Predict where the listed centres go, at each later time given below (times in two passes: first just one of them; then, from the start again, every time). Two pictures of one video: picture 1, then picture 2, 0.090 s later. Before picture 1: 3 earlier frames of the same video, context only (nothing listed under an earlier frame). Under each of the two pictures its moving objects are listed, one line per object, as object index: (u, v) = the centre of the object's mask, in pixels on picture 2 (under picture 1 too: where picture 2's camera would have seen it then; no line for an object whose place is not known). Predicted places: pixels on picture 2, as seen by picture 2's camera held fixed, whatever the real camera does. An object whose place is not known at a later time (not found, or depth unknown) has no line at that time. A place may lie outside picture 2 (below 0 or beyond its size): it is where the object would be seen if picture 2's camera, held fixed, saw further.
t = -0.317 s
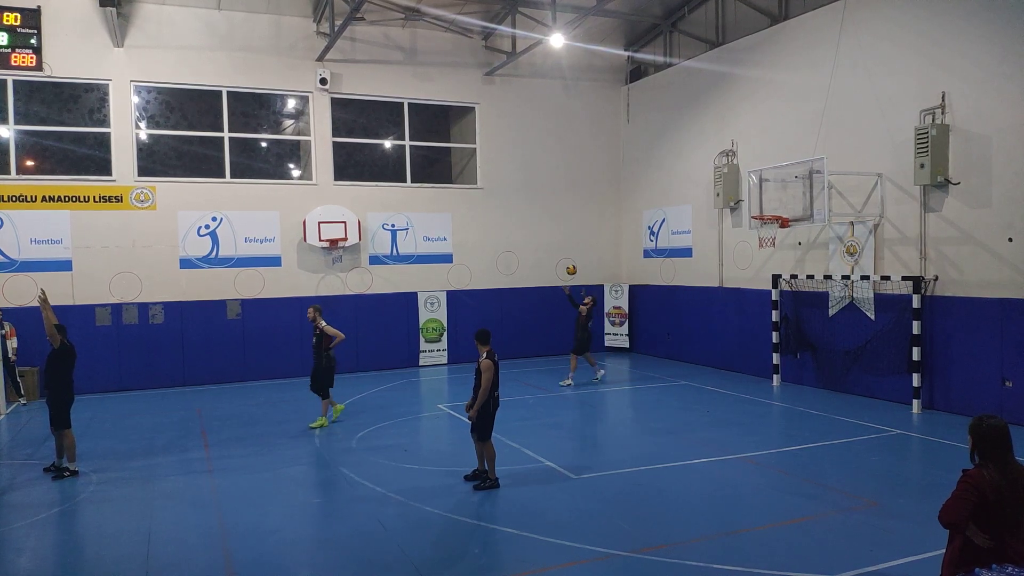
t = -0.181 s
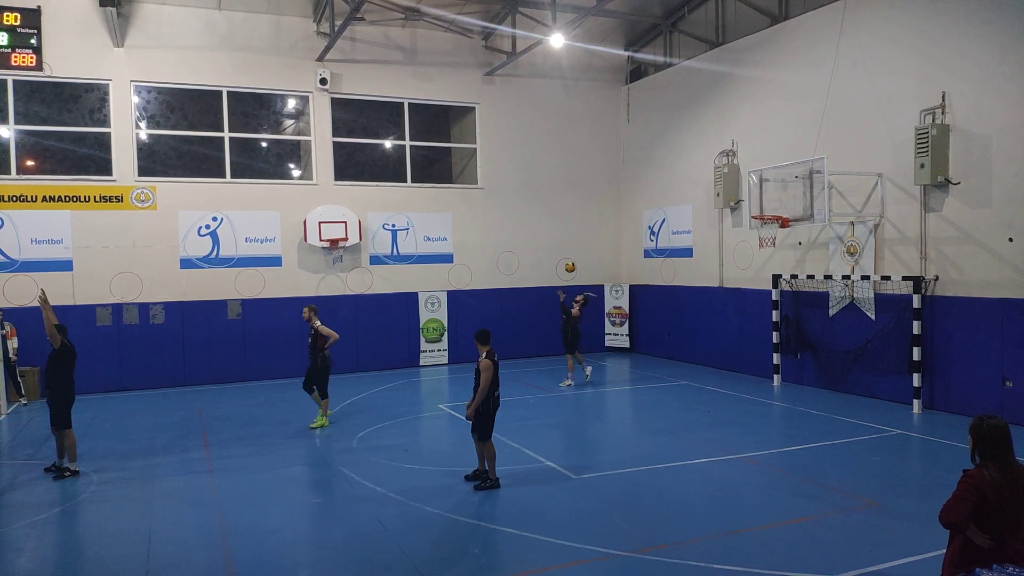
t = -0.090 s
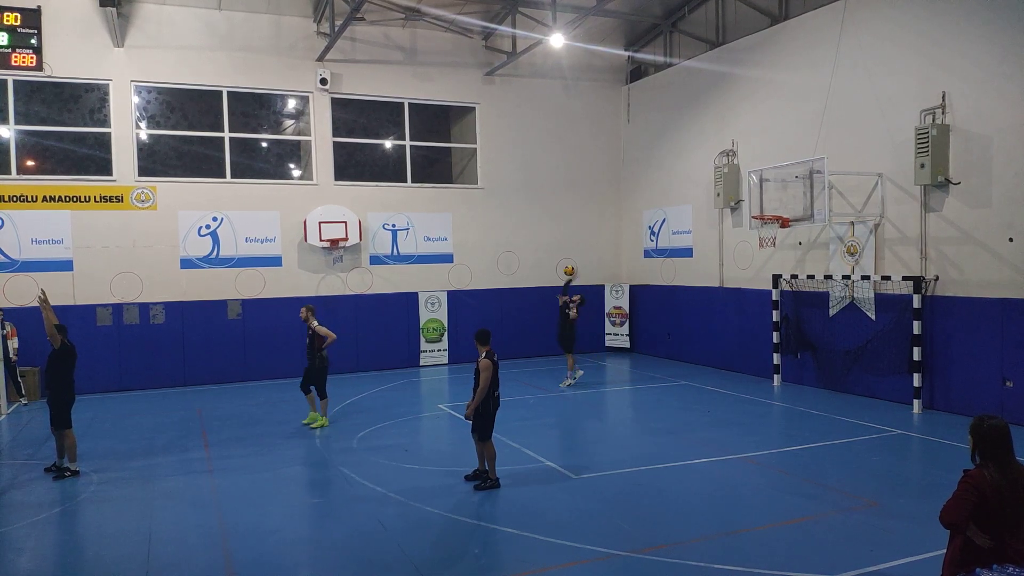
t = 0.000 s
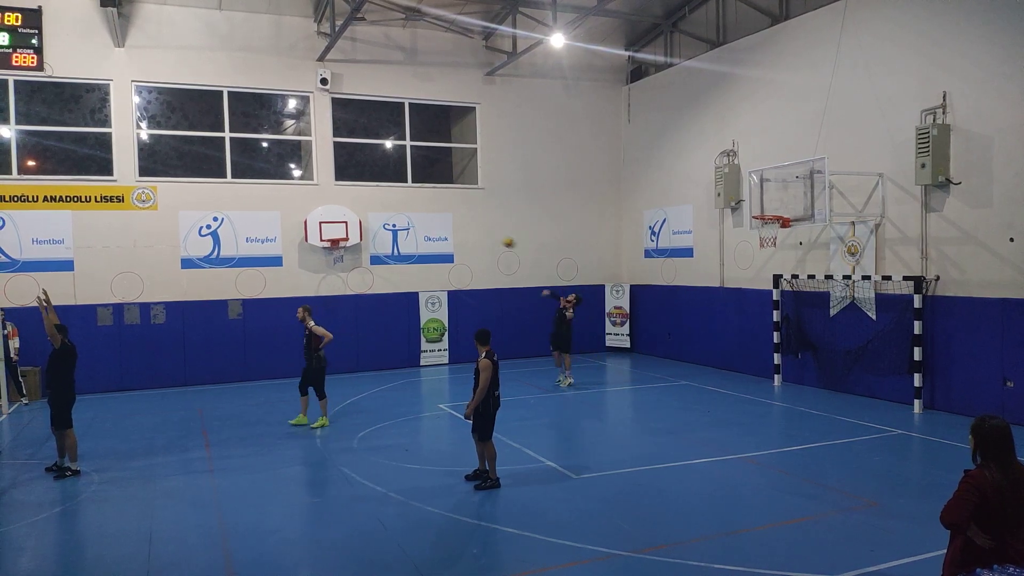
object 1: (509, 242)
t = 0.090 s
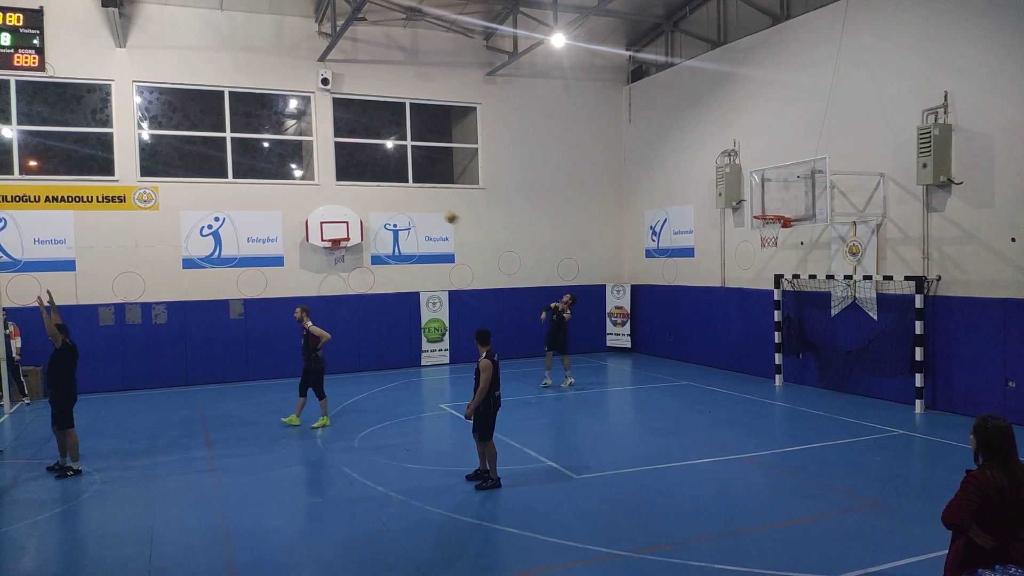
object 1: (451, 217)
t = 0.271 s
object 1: (304, 174)
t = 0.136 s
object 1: (414, 204)
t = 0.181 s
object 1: (387, 196)
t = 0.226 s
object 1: (346, 184)
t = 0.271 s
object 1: (304, 174)
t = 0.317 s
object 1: (260, 166)
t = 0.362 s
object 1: (232, 162)
